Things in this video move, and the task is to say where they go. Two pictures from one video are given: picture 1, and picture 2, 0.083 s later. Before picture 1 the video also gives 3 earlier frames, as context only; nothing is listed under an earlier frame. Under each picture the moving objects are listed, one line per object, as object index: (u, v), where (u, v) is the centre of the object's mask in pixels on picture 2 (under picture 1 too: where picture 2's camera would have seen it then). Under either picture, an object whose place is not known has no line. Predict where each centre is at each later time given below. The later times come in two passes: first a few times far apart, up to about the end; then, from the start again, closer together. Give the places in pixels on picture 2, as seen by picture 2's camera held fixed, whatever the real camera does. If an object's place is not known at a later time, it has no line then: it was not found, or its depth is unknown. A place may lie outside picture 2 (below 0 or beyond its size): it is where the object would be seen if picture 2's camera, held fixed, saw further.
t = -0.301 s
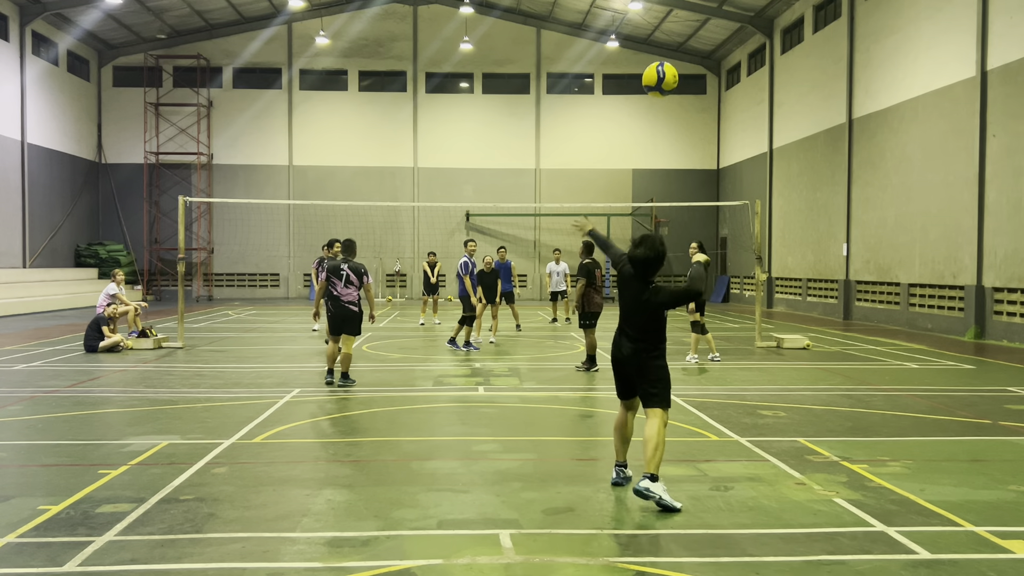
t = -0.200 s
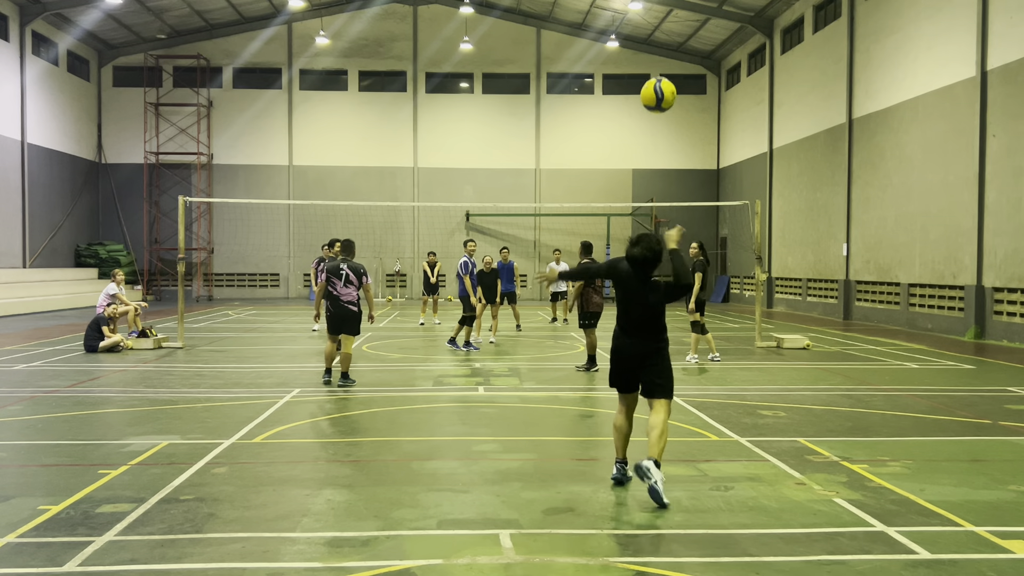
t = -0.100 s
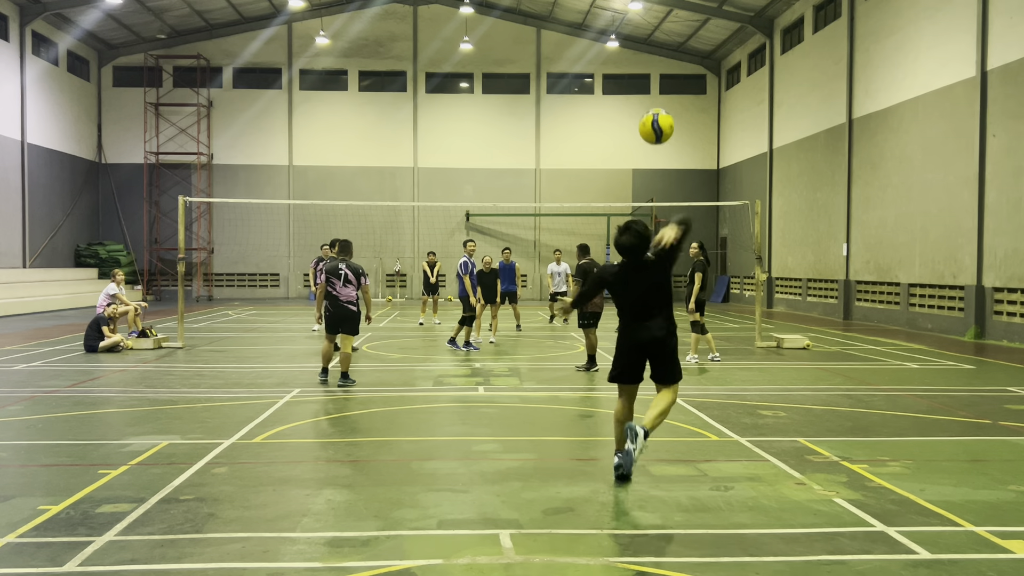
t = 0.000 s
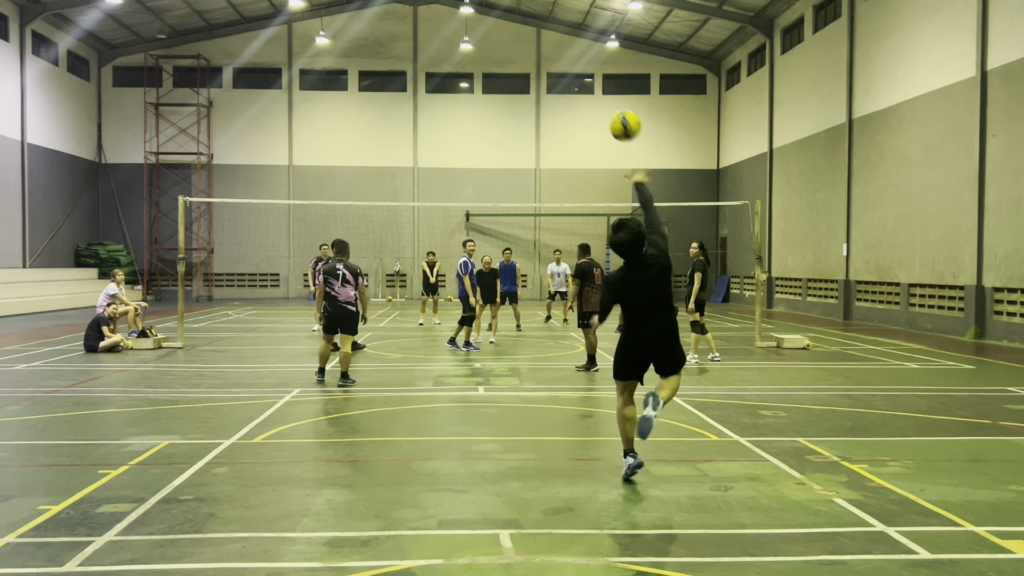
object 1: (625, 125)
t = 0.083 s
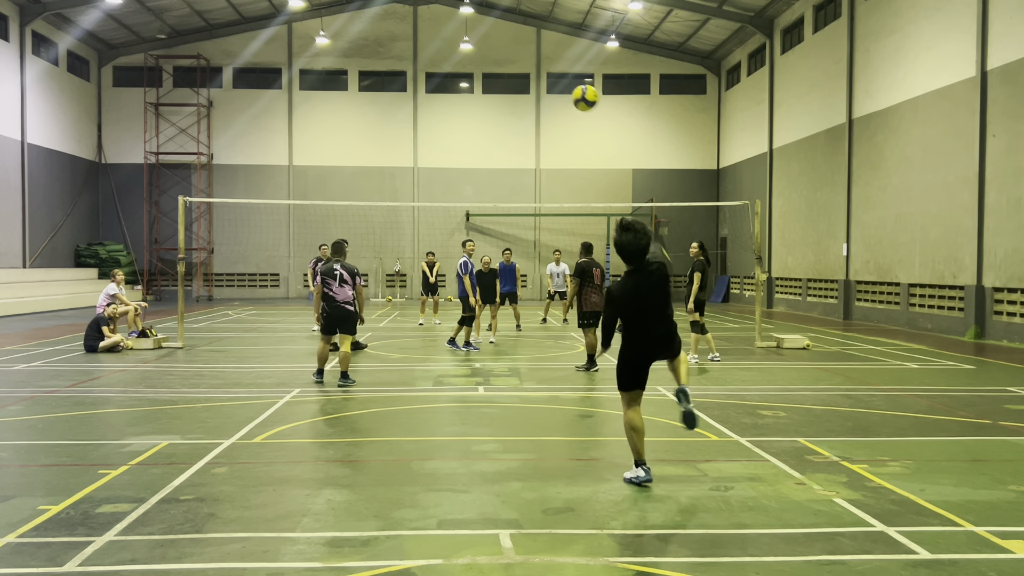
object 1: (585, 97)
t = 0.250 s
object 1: (544, 84)
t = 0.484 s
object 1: (513, 100)
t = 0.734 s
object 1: (493, 140)
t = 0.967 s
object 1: (486, 191)
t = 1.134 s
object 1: (485, 230)
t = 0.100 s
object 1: (579, 94)
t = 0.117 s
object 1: (574, 91)
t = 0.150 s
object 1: (565, 88)
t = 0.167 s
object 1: (560, 86)
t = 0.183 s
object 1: (557, 85)
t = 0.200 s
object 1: (553, 84)
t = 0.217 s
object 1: (550, 84)
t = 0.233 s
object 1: (547, 84)
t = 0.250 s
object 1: (544, 84)
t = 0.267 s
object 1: (541, 84)
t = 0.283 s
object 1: (539, 84)
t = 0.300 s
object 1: (536, 85)
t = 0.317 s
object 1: (533, 86)
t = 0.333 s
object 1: (531, 87)
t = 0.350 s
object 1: (528, 88)
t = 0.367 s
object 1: (526, 89)
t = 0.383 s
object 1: (524, 90)
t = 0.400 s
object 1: (522, 91)
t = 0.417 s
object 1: (520, 93)
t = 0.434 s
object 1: (518, 94)
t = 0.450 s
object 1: (516, 96)
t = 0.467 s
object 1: (514, 98)
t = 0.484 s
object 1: (513, 100)
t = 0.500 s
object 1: (511, 102)
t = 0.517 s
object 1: (510, 104)
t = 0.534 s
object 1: (508, 107)
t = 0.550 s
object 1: (507, 109)
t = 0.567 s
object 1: (505, 112)
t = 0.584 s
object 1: (504, 114)
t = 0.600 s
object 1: (502, 117)
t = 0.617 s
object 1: (501, 120)
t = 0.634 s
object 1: (500, 122)
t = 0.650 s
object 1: (499, 125)
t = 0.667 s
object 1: (497, 128)
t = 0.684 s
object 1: (496, 131)
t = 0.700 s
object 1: (495, 134)
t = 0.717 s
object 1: (494, 137)
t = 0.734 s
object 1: (493, 140)
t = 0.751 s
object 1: (492, 144)
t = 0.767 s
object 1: (491, 147)
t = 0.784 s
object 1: (491, 151)
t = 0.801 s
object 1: (490, 154)
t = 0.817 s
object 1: (489, 158)
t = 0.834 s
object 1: (489, 161)
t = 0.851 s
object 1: (488, 165)
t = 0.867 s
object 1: (488, 168)
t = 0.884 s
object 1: (488, 172)
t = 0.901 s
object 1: (487, 176)
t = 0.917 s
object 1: (487, 180)
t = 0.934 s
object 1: (487, 183)
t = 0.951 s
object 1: (486, 187)
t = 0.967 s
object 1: (486, 191)
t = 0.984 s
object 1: (486, 195)
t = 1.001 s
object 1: (486, 199)
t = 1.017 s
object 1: (486, 202)
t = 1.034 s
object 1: (486, 207)
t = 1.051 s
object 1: (485, 210)
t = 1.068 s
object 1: (485, 215)
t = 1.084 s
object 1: (485, 218)
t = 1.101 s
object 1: (485, 222)
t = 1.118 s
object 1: (485, 227)
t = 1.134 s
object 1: (485, 230)
